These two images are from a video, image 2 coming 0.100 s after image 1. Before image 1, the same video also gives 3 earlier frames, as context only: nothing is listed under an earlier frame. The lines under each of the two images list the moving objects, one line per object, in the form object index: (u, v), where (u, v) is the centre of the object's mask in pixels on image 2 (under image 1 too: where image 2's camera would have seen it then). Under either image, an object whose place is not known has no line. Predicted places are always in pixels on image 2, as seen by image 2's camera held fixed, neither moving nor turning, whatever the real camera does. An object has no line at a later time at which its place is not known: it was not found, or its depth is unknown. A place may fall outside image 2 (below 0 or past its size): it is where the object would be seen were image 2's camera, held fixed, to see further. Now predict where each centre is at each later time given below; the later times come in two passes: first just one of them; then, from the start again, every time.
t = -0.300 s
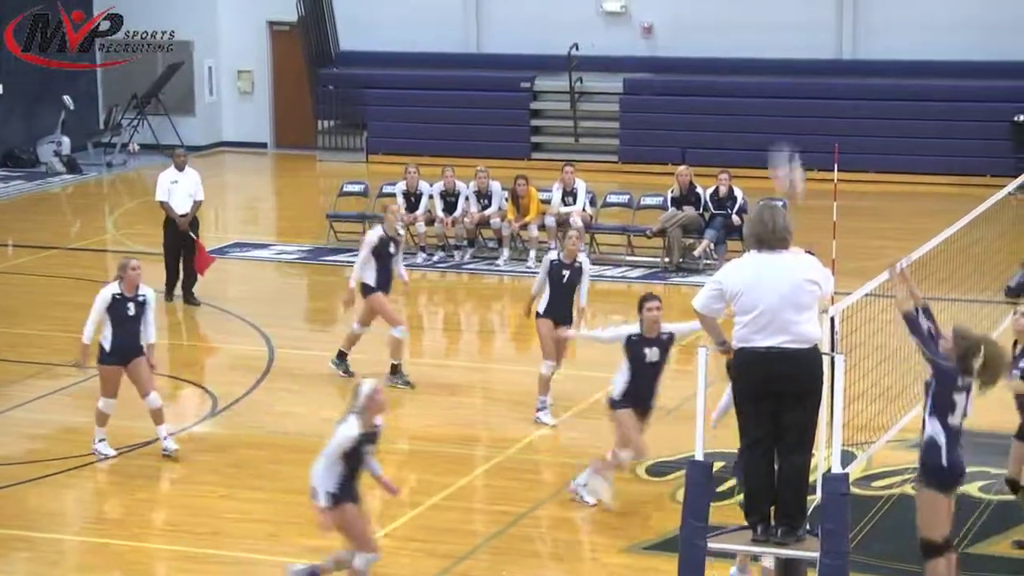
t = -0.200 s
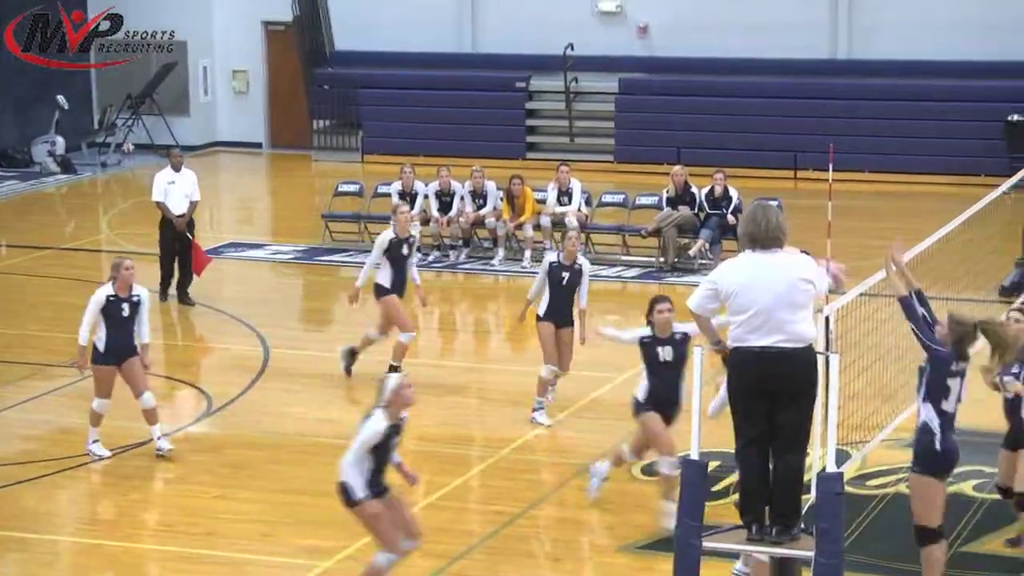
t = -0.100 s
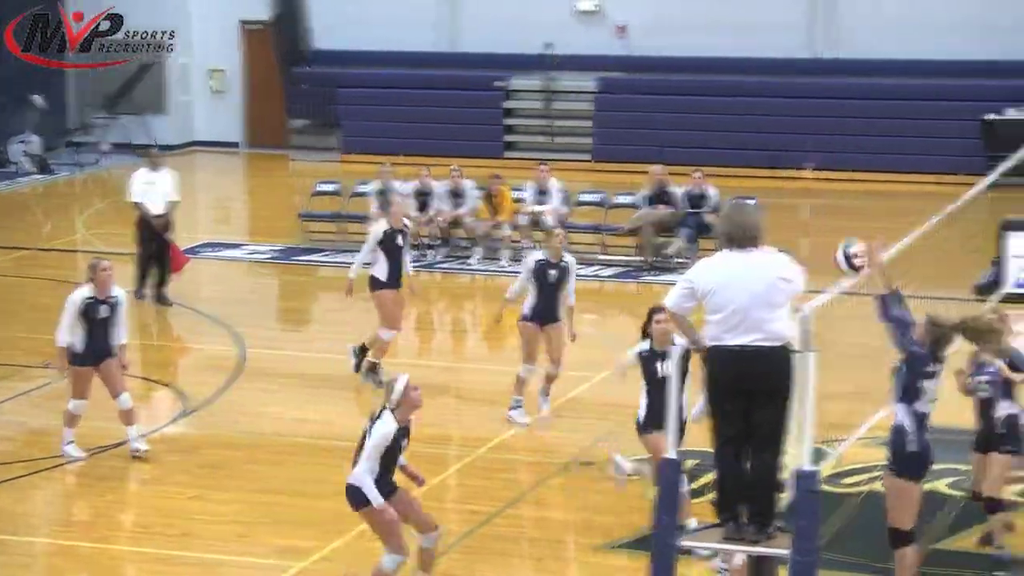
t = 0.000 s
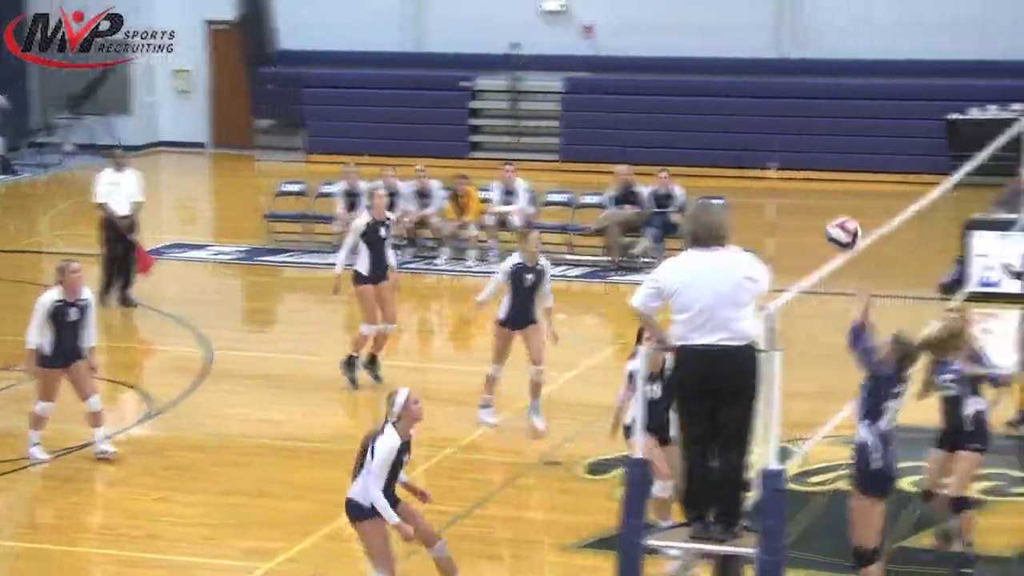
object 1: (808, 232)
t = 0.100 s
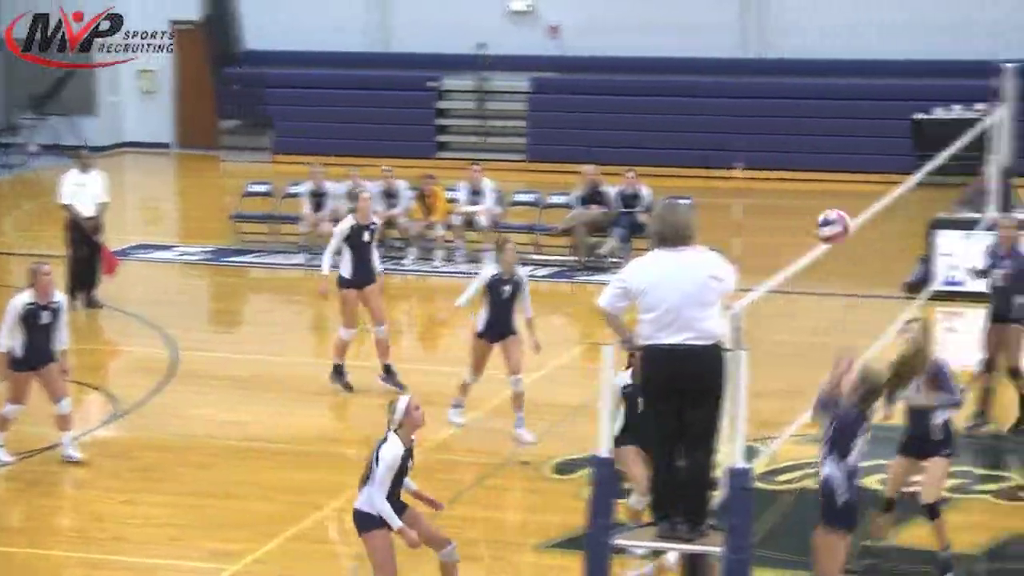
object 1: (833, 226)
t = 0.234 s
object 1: (867, 242)
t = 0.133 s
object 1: (841, 227)
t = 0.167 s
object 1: (851, 230)
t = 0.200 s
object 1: (858, 235)
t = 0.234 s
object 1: (867, 242)
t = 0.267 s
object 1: (875, 252)
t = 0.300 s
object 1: (882, 262)
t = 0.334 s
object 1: (891, 276)
